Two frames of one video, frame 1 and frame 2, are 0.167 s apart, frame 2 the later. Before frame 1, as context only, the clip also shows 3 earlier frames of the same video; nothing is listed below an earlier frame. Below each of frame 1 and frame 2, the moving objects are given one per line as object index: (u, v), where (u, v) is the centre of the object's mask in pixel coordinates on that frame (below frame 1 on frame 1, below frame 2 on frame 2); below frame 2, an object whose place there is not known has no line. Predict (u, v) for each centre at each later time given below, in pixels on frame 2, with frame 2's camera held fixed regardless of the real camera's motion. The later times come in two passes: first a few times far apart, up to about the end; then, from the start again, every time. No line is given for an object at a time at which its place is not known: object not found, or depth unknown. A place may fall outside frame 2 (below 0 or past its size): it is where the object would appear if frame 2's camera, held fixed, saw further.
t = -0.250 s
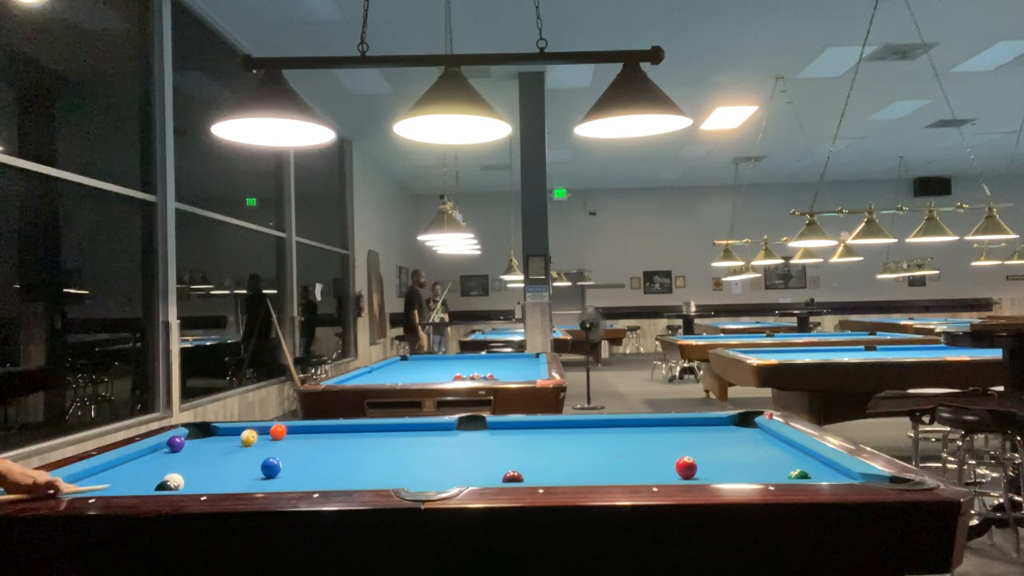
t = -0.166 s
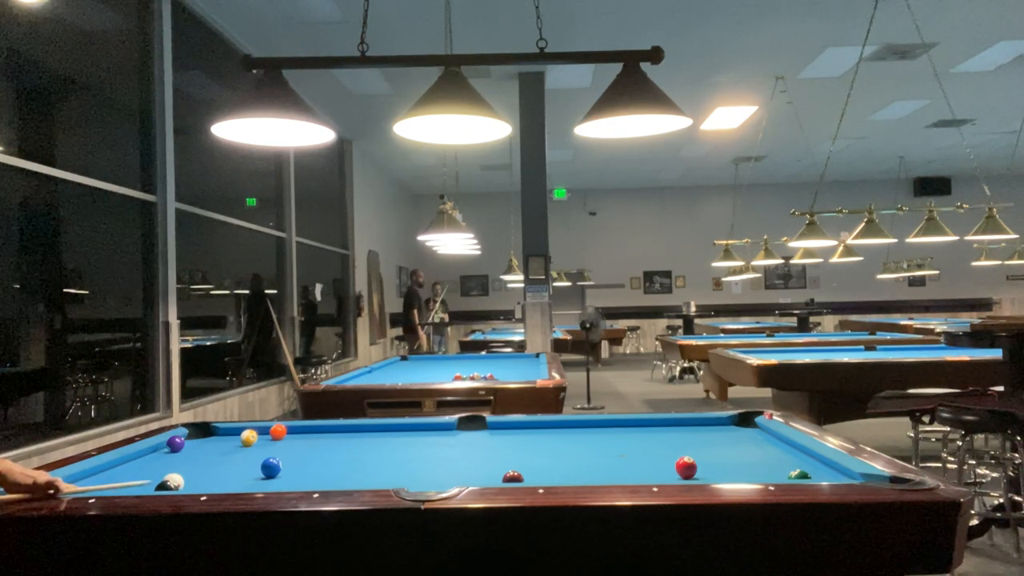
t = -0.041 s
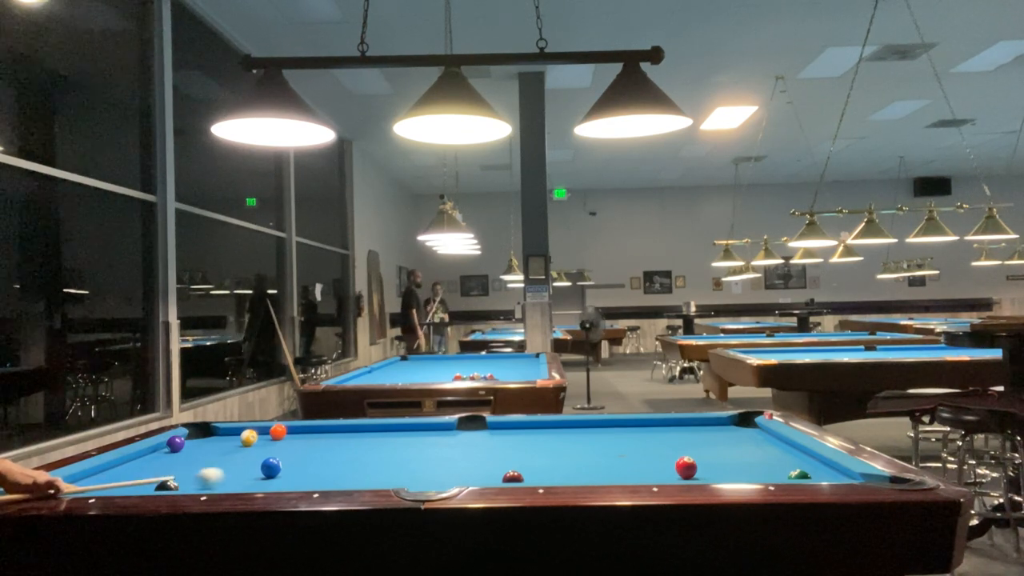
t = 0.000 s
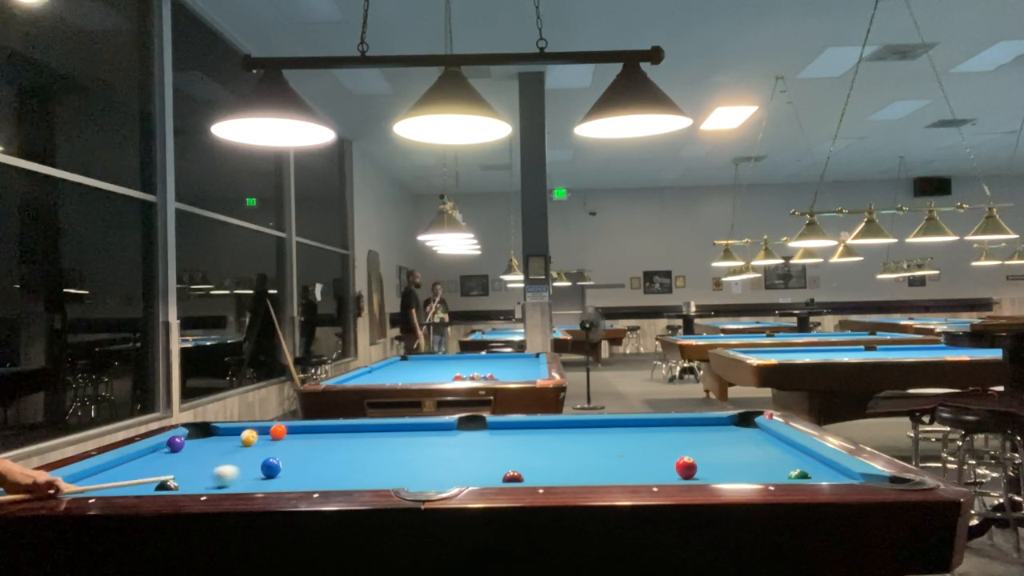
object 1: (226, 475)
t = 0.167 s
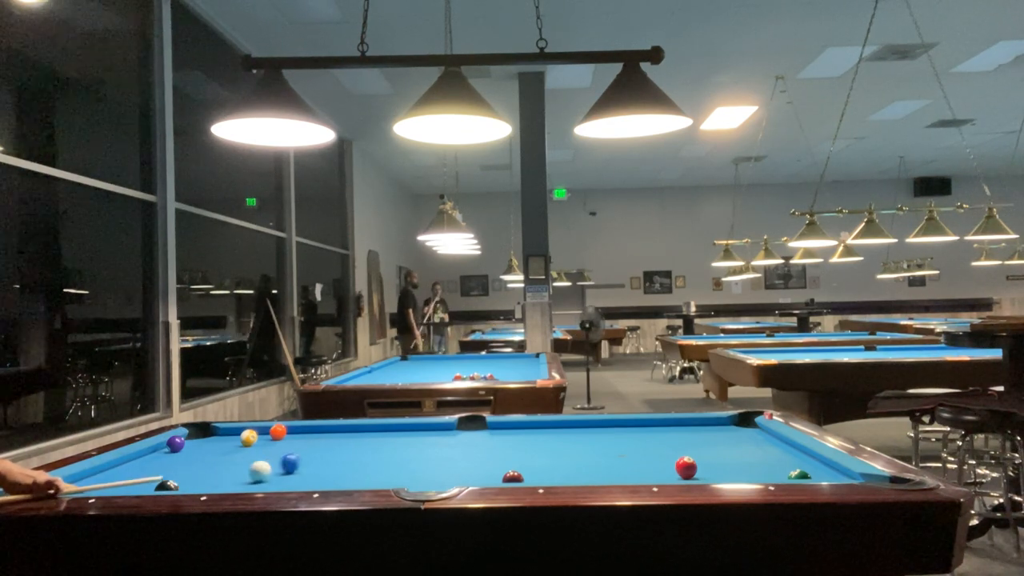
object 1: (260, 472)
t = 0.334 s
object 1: (277, 471)
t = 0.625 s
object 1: (304, 470)
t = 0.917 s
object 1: (328, 468)
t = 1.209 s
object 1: (349, 468)
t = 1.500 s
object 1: (366, 467)
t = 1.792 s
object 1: (380, 467)
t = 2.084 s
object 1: (391, 467)
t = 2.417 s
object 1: (400, 468)
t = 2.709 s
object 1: (405, 467)
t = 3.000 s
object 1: (407, 467)
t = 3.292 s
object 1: (407, 467)
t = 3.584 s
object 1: (407, 467)
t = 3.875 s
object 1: (407, 467)
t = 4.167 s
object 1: (407, 467)
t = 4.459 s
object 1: (407, 467)
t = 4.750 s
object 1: (407, 467)
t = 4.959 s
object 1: (407, 467)
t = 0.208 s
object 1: (264, 471)
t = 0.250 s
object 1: (268, 471)
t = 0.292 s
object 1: (273, 471)
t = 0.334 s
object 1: (277, 471)
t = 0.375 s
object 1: (281, 471)
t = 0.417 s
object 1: (285, 471)
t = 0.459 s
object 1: (289, 470)
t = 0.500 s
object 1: (293, 470)
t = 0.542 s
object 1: (296, 470)
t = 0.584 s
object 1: (300, 470)
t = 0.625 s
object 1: (304, 470)
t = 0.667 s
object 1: (308, 470)
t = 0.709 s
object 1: (311, 469)
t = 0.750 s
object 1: (315, 469)
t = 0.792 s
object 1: (318, 469)
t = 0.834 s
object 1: (321, 469)
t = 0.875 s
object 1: (325, 469)
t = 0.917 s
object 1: (328, 468)
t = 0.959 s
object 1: (331, 469)
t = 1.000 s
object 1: (334, 468)
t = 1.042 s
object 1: (337, 469)
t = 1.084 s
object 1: (340, 468)
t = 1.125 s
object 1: (343, 468)
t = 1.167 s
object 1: (346, 468)
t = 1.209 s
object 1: (349, 468)
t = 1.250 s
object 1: (351, 468)
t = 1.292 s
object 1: (354, 468)
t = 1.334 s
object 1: (356, 468)
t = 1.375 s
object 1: (359, 468)
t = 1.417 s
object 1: (361, 467)
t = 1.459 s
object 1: (363, 468)
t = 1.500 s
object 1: (366, 467)
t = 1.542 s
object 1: (368, 467)
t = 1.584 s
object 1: (370, 467)
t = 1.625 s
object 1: (372, 467)
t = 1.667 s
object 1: (374, 467)
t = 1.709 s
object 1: (376, 467)
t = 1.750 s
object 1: (378, 467)
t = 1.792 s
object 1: (380, 467)
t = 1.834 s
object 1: (382, 467)
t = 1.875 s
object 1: (383, 467)
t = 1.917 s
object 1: (385, 467)
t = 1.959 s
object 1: (386, 467)
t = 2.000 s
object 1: (388, 468)
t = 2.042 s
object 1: (390, 468)
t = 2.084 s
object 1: (391, 467)
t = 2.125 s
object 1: (393, 467)
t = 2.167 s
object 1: (394, 467)
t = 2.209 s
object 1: (395, 467)
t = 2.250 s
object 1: (396, 467)
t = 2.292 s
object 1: (397, 467)
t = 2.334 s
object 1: (398, 467)
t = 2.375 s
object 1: (399, 468)
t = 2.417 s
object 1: (400, 468)
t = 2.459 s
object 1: (401, 467)
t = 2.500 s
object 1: (402, 468)
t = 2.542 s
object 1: (403, 467)
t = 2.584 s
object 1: (403, 467)
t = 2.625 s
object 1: (404, 467)
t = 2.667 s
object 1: (404, 467)
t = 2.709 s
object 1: (405, 467)
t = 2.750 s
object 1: (405, 467)
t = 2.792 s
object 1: (406, 467)
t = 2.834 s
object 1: (406, 467)
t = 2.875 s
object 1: (406, 467)
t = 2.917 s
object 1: (407, 467)
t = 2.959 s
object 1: (407, 467)
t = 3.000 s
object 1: (407, 467)
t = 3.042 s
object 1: (407, 467)
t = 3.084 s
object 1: (407, 467)
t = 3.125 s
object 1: (407, 467)
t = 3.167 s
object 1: (407, 467)
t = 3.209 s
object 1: (407, 467)
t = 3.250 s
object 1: (407, 468)
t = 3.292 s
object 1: (407, 467)
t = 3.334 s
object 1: (407, 467)
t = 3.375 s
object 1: (407, 467)
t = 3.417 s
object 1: (407, 467)
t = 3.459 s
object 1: (407, 467)
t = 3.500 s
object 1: (407, 467)
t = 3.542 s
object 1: (407, 467)
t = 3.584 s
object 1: (407, 467)
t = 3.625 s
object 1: (407, 467)
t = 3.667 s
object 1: (407, 467)
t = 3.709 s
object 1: (407, 467)
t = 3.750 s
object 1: (407, 467)
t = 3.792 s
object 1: (407, 467)
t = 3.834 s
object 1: (407, 467)
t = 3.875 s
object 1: (407, 467)
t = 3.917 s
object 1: (407, 467)
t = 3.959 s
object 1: (407, 467)
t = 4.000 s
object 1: (407, 467)
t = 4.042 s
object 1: (407, 467)
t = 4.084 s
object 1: (407, 467)
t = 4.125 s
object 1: (407, 467)
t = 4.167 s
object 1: (407, 467)
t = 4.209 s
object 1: (407, 467)
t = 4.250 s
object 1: (407, 467)
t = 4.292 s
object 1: (407, 467)
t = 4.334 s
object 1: (407, 467)
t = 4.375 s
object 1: (407, 467)
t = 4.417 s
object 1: (407, 467)
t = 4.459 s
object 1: (407, 467)
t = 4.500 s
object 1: (407, 467)
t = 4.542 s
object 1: (407, 467)
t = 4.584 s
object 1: (407, 467)
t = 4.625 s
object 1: (407, 467)
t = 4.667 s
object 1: (407, 467)
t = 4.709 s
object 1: (407, 467)
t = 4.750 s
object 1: (407, 467)
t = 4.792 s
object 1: (407, 467)
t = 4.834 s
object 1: (407, 467)
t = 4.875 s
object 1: (407, 467)
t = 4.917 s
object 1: (407, 467)
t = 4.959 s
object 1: (407, 467)
